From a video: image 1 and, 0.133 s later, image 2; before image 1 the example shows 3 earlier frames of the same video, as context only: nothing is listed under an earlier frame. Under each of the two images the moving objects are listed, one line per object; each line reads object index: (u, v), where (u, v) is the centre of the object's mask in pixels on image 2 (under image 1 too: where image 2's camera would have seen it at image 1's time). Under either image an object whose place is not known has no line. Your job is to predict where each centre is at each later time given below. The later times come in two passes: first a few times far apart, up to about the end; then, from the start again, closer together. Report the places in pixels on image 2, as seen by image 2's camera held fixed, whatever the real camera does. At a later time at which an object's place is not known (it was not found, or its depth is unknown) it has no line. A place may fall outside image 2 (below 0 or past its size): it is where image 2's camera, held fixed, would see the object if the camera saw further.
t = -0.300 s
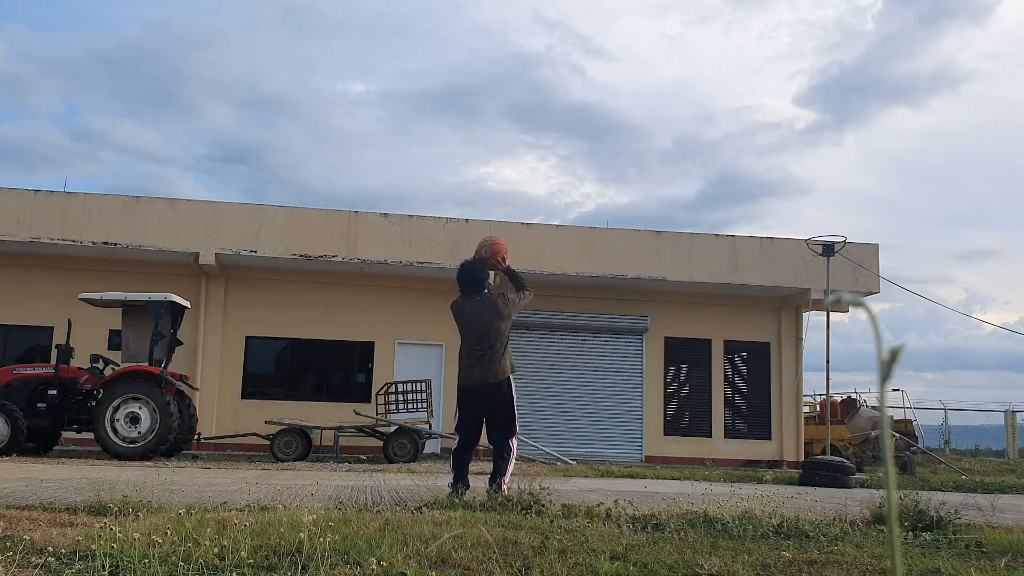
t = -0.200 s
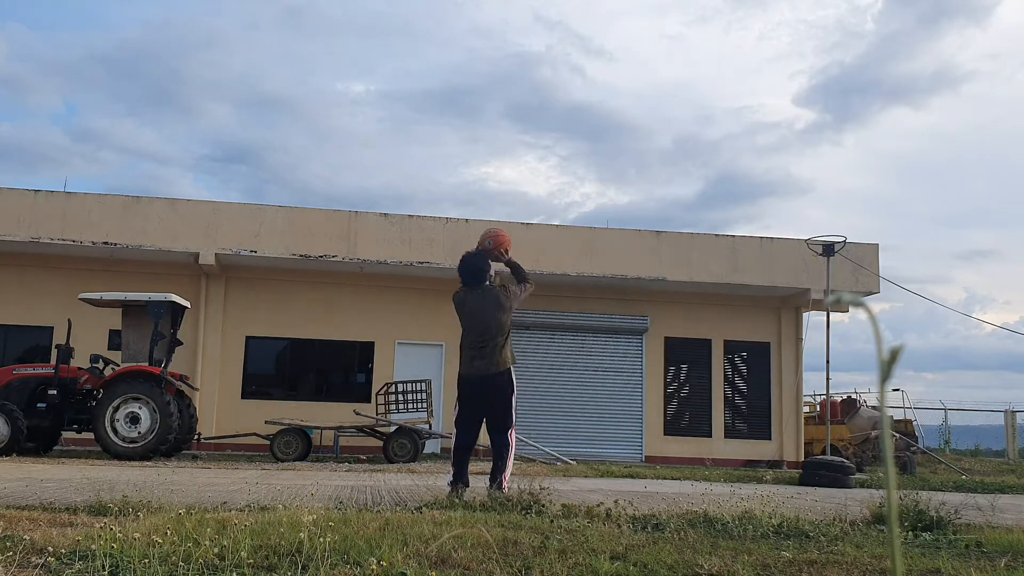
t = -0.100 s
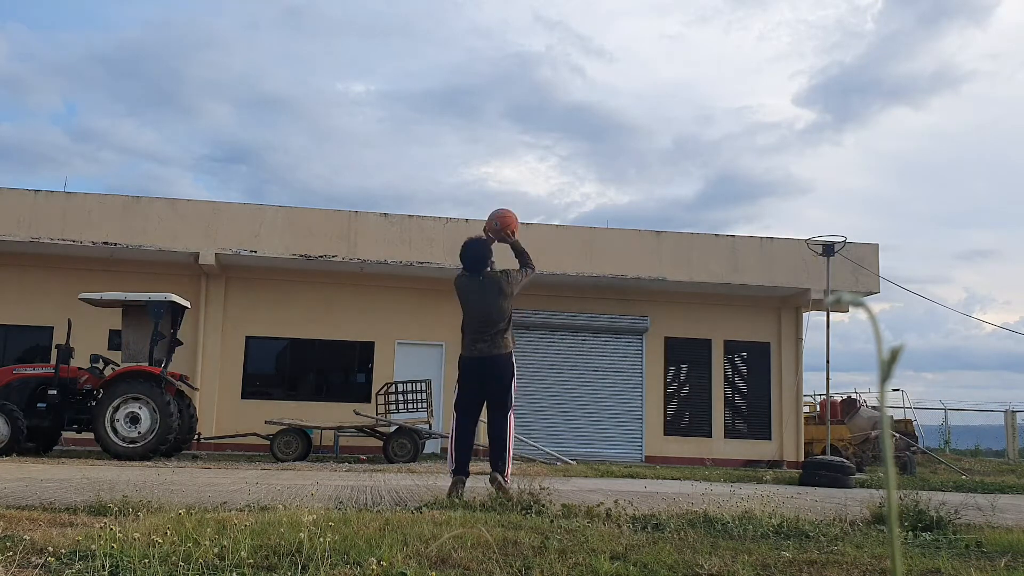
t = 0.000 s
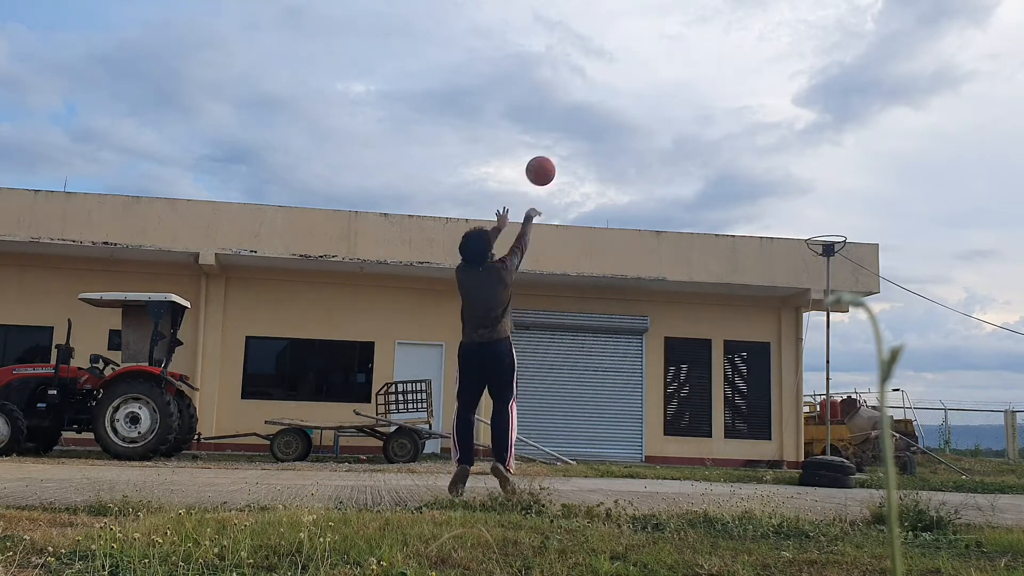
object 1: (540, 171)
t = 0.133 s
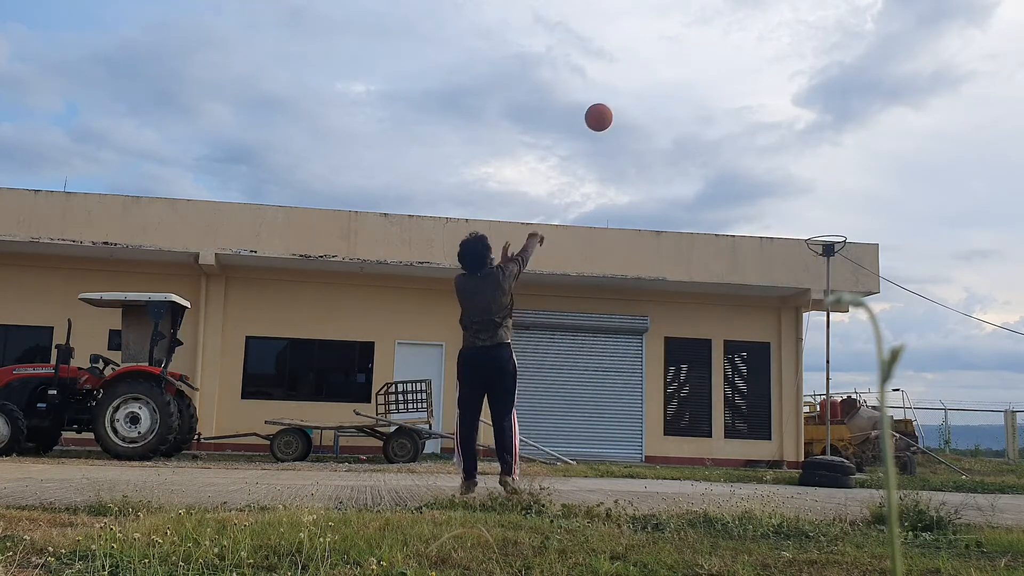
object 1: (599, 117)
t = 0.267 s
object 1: (648, 90)
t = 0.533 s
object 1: (727, 91)
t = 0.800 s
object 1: (790, 151)
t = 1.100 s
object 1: (824, 216)
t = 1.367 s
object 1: (776, 159)
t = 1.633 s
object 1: (728, 157)
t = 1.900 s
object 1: (679, 211)
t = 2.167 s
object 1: (630, 328)
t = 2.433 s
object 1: (587, 449)
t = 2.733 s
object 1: (570, 339)
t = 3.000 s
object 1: (555, 308)
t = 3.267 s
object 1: (539, 338)
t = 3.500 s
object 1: (522, 416)
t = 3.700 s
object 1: (512, 441)
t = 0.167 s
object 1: (612, 108)
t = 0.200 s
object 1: (624, 101)
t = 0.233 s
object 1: (636, 94)
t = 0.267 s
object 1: (648, 90)
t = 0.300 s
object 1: (659, 86)
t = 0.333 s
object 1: (670, 83)
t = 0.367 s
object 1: (680, 82)
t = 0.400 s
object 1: (690, 82)
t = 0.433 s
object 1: (700, 83)
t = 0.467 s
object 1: (710, 85)
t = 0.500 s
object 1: (718, 88)
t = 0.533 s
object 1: (727, 91)
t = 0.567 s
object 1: (736, 96)
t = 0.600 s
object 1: (744, 102)
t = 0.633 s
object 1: (752, 108)
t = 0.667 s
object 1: (760, 115)
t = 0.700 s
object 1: (768, 123)
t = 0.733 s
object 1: (776, 131)
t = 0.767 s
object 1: (783, 141)
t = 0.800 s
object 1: (790, 151)
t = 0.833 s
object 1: (797, 161)
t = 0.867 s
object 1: (803, 172)
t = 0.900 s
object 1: (810, 184)
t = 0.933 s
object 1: (817, 197)
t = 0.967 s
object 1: (823, 210)
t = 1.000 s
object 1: (829, 224)
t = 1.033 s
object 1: (835, 237)
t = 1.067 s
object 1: (830, 228)
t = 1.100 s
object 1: (824, 216)
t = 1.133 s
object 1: (817, 206)
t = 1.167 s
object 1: (811, 197)
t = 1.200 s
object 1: (806, 189)
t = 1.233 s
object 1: (800, 181)
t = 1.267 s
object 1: (794, 174)
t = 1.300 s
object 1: (788, 169)
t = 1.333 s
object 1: (782, 164)
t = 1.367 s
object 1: (776, 159)
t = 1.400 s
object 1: (770, 156)
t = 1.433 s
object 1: (764, 154)
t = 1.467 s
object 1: (758, 152)
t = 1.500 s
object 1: (752, 151)
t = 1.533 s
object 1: (746, 151)
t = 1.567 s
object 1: (740, 152)
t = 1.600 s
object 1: (734, 154)
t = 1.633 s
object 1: (728, 157)
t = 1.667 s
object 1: (722, 161)
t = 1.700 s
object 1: (716, 165)
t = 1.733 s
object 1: (710, 170)
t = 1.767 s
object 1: (703, 177)
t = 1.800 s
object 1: (697, 184)
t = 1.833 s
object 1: (691, 192)
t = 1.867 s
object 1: (685, 201)
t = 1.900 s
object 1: (679, 211)
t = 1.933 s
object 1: (673, 222)
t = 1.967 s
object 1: (666, 234)
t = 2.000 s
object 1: (660, 248)
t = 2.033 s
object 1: (654, 262)
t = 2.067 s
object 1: (648, 277)
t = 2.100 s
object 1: (642, 292)
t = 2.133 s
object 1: (636, 309)
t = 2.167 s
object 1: (630, 328)
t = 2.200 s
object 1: (624, 347)
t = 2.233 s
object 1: (618, 367)
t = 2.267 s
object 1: (612, 389)
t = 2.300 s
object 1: (605, 412)
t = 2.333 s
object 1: (599, 436)
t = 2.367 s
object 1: (593, 462)
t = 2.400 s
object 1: (589, 467)
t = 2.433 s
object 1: (587, 449)
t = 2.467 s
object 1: (585, 433)
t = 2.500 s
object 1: (583, 417)
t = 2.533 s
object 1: (581, 403)
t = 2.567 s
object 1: (579, 390)
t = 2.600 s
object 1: (577, 377)
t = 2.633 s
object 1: (575, 367)
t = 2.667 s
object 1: (573, 356)
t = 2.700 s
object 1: (572, 347)
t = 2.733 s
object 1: (570, 339)
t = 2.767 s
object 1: (568, 332)
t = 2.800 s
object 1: (566, 325)
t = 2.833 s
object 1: (565, 320)
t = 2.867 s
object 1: (563, 316)
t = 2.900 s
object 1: (561, 312)
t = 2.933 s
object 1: (559, 310)
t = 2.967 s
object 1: (556, 308)
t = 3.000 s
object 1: (555, 308)
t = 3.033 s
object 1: (553, 308)
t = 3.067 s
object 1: (551, 309)
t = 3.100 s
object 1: (548, 312)
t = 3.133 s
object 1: (547, 315)
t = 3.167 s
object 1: (544, 319)
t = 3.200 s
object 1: (542, 324)
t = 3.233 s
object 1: (540, 331)
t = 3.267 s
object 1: (539, 338)
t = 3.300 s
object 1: (536, 346)
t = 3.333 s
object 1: (534, 355)
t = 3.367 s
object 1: (531, 365)
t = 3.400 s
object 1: (529, 376)
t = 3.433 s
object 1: (527, 388)
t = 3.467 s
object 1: (525, 401)
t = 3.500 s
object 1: (522, 416)
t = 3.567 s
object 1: (518, 447)
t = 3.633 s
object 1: (515, 464)
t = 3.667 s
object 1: (514, 452)
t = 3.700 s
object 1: (512, 441)
